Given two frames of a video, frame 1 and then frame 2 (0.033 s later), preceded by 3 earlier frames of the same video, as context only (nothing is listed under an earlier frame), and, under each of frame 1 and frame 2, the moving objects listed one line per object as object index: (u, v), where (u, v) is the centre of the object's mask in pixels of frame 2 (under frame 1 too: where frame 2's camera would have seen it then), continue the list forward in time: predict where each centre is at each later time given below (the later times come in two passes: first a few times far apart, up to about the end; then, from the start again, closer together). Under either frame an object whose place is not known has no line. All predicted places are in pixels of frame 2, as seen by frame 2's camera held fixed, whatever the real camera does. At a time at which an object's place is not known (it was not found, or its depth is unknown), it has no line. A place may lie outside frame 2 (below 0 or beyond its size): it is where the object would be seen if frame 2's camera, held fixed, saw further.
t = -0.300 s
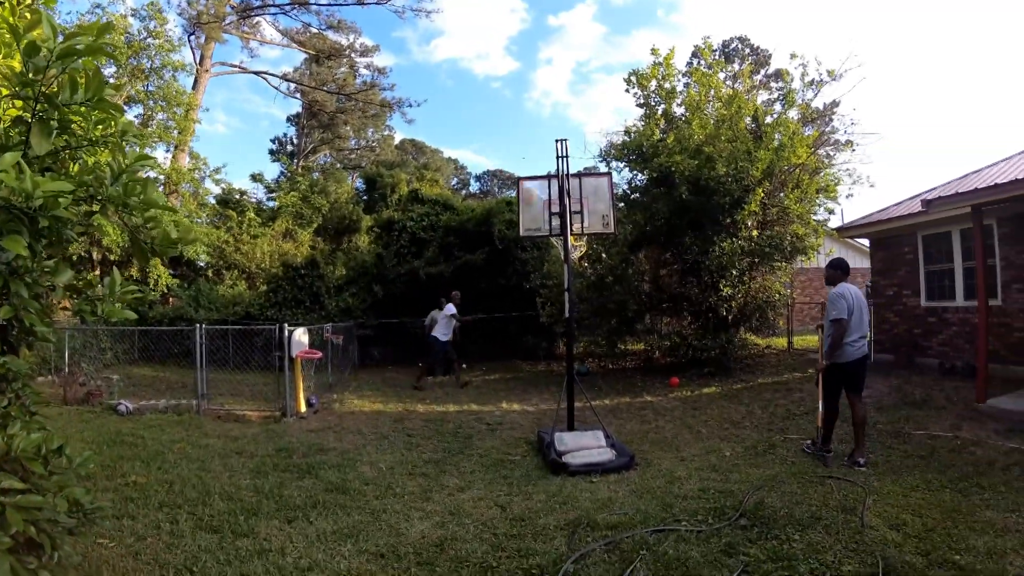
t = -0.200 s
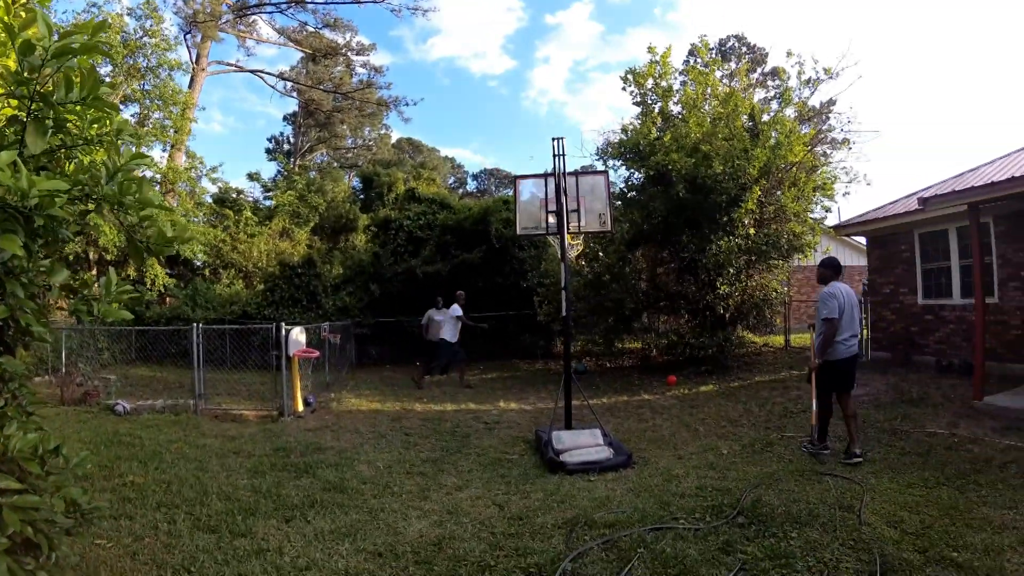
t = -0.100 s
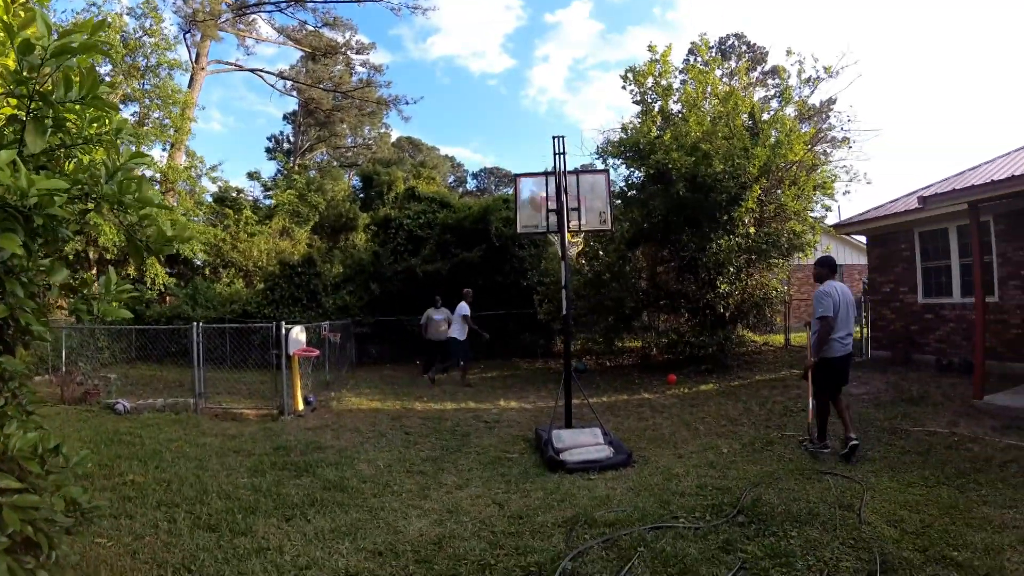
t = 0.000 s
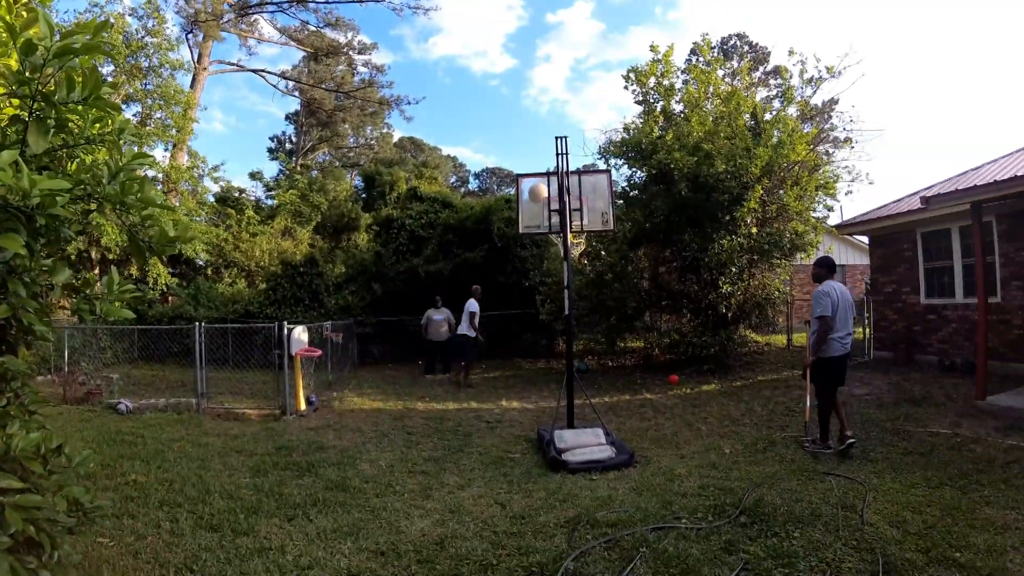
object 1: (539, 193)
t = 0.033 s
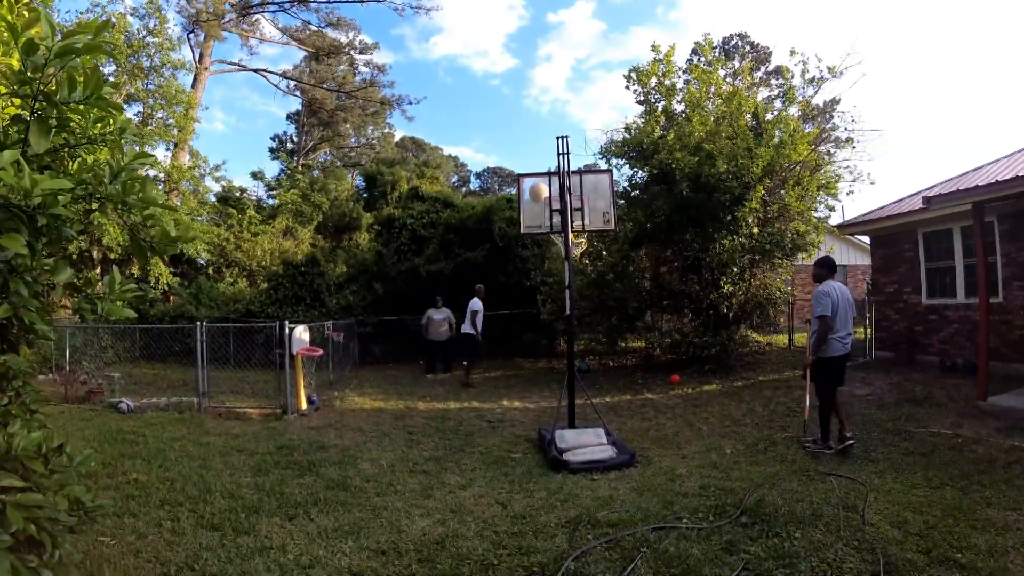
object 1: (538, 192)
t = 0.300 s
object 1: (533, 218)
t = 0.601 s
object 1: (527, 309)
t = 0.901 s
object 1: (521, 376)
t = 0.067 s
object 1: (537, 192)
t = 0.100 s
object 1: (536, 193)
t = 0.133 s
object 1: (536, 195)
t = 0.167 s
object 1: (534, 198)
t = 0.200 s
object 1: (533, 202)
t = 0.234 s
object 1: (533, 207)
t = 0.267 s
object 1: (534, 210)
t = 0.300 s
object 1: (533, 218)
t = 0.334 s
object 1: (533, 221)
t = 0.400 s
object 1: (531, 243)
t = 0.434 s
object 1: (530, 250)
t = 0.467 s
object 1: (529, 261)
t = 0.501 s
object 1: (529, 271)
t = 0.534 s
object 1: (528, 283)
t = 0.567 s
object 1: (528, 296)
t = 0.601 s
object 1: (527, 309)
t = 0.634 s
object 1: (526, 322)
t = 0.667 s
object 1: (526, 338)
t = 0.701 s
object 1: (525, 354)
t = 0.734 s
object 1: (524, 374)
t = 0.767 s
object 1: (524, 386)
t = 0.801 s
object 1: (523, 404)
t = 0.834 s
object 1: (523, 401)
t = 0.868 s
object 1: (522, 387)
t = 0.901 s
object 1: (521, 376)
